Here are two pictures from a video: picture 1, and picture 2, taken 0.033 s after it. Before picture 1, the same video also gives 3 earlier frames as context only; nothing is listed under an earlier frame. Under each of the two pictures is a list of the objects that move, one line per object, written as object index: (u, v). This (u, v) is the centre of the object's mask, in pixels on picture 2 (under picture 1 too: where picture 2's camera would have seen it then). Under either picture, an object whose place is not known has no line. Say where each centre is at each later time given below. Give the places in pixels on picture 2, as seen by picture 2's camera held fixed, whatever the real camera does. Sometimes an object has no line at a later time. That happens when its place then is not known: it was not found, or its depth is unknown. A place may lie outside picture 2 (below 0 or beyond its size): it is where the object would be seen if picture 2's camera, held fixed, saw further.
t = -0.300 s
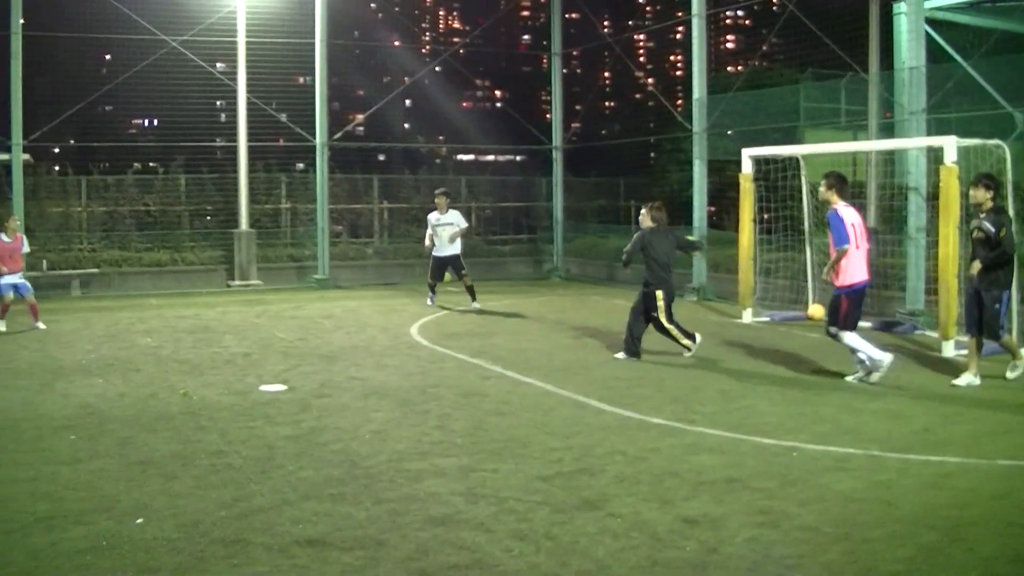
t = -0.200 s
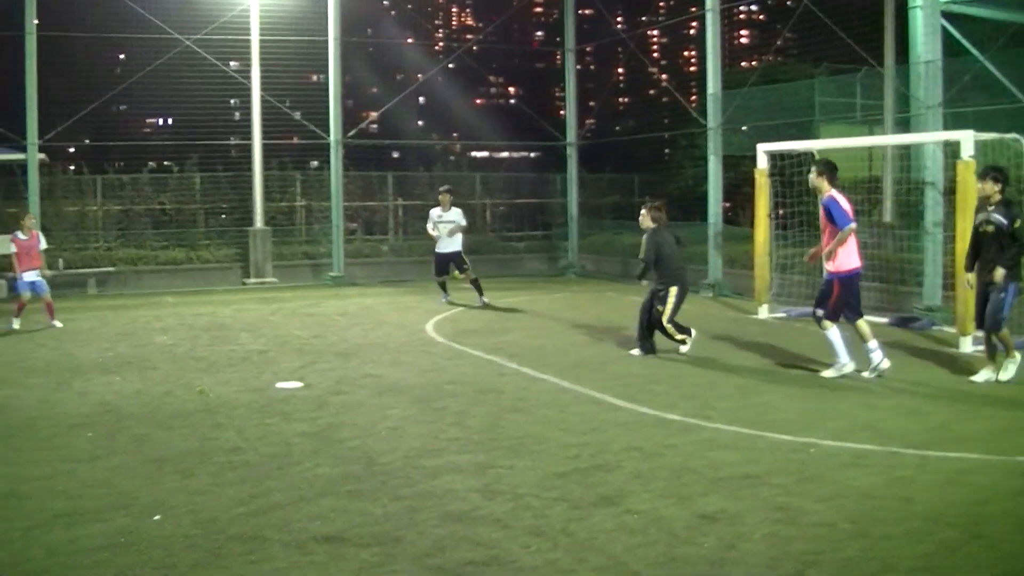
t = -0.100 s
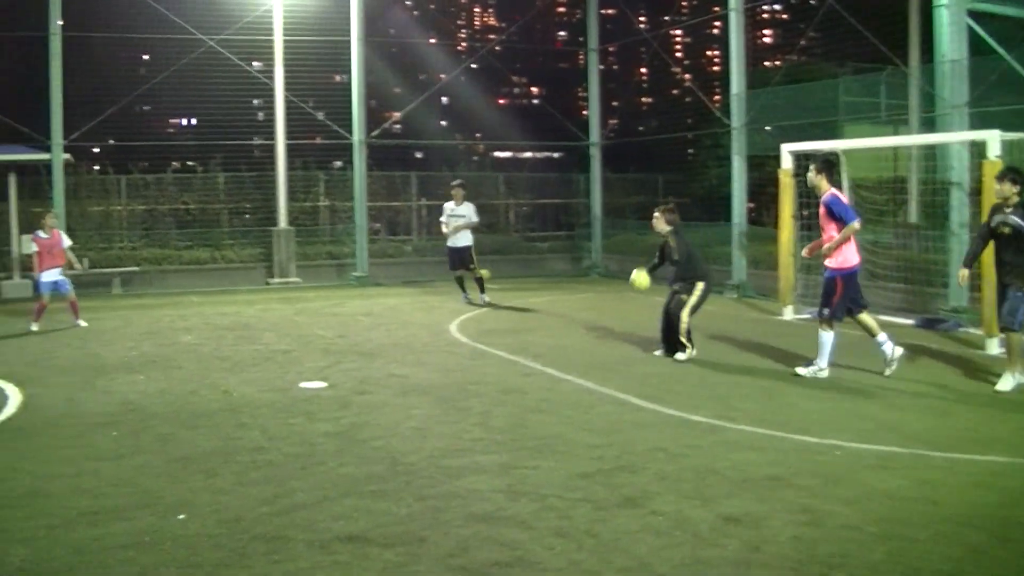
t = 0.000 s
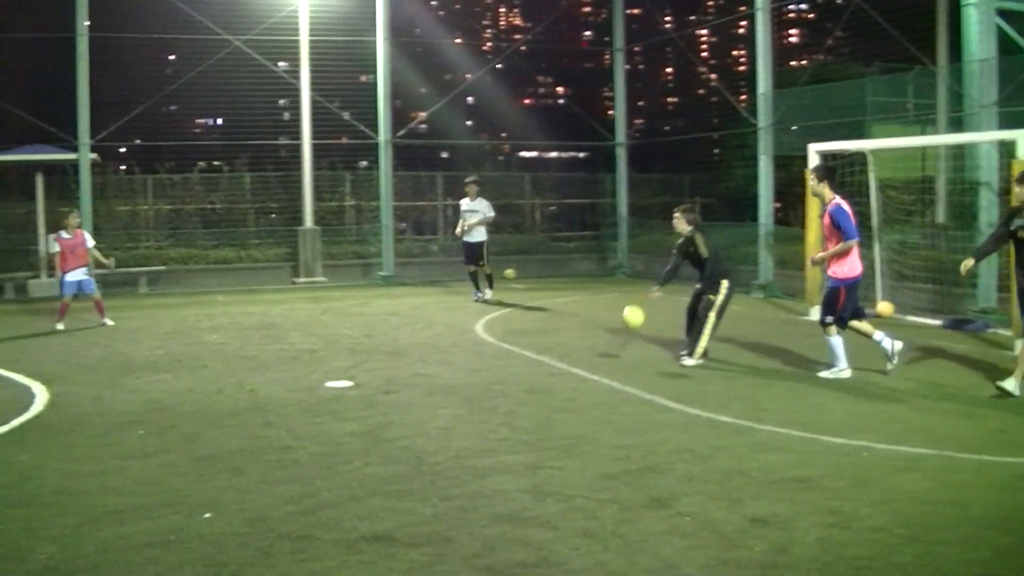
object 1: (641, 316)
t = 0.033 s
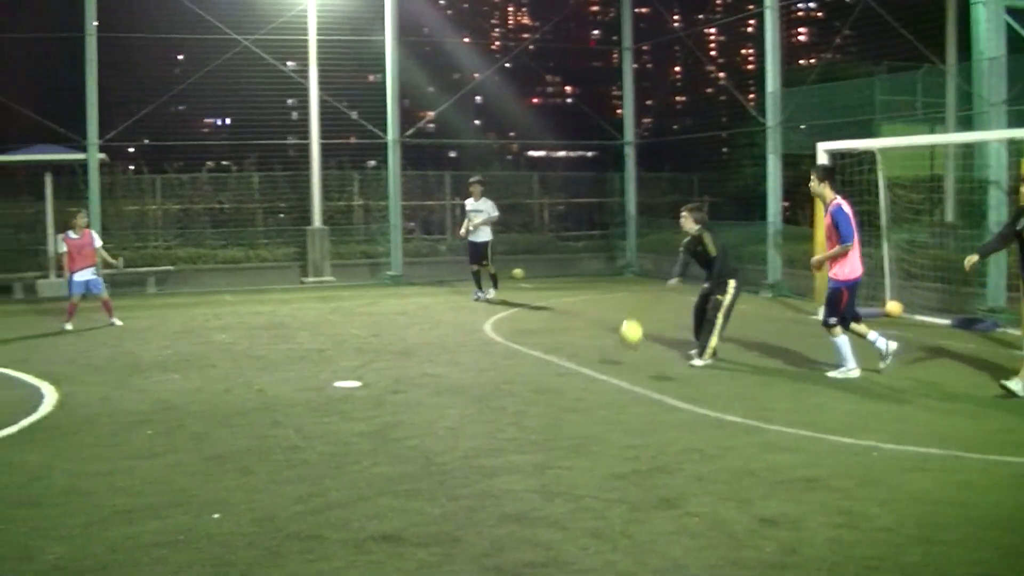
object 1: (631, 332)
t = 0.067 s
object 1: (621, 349)
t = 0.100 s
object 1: (609, 369)
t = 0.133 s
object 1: (602, 366)
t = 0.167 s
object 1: (596, 363)
